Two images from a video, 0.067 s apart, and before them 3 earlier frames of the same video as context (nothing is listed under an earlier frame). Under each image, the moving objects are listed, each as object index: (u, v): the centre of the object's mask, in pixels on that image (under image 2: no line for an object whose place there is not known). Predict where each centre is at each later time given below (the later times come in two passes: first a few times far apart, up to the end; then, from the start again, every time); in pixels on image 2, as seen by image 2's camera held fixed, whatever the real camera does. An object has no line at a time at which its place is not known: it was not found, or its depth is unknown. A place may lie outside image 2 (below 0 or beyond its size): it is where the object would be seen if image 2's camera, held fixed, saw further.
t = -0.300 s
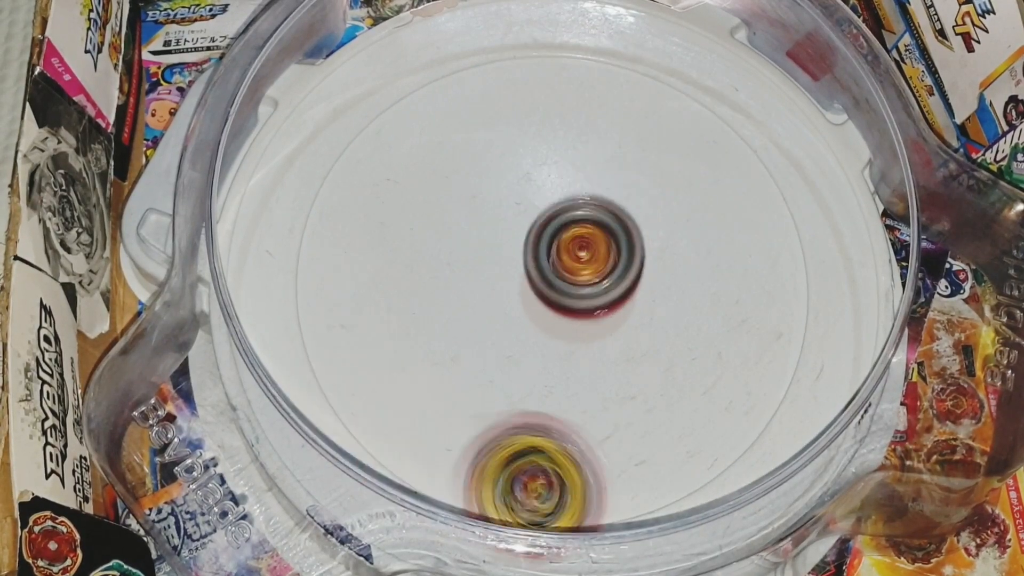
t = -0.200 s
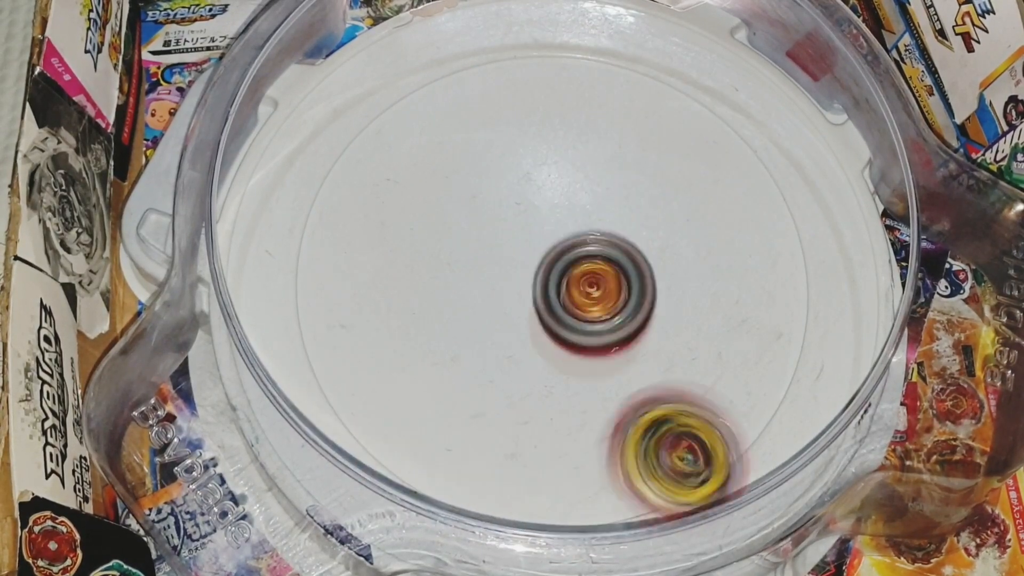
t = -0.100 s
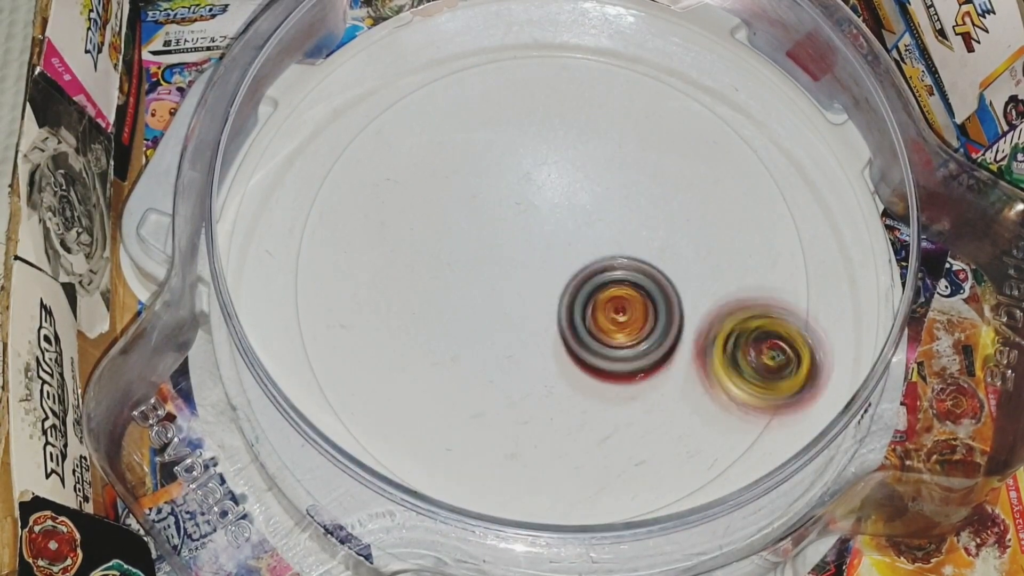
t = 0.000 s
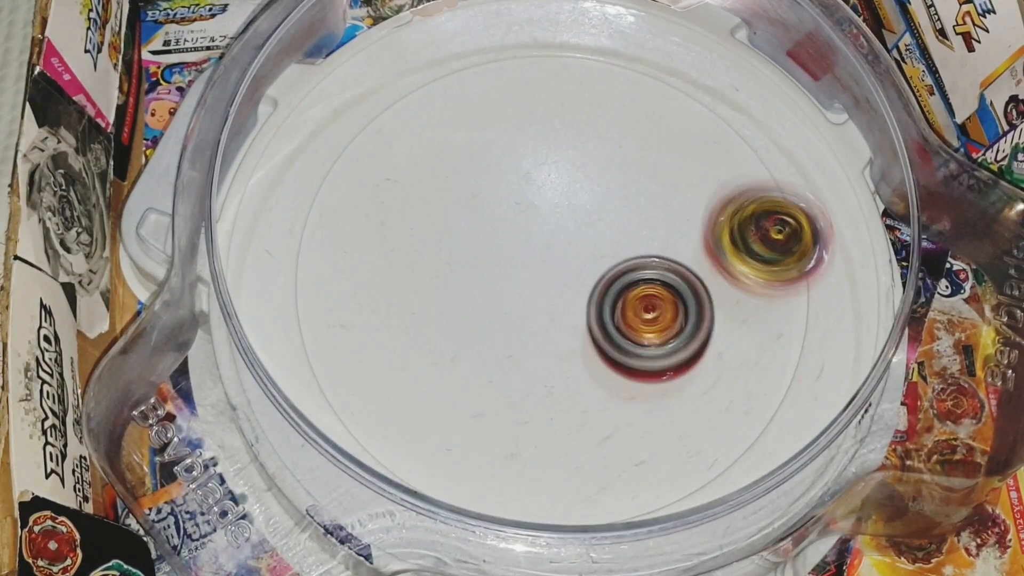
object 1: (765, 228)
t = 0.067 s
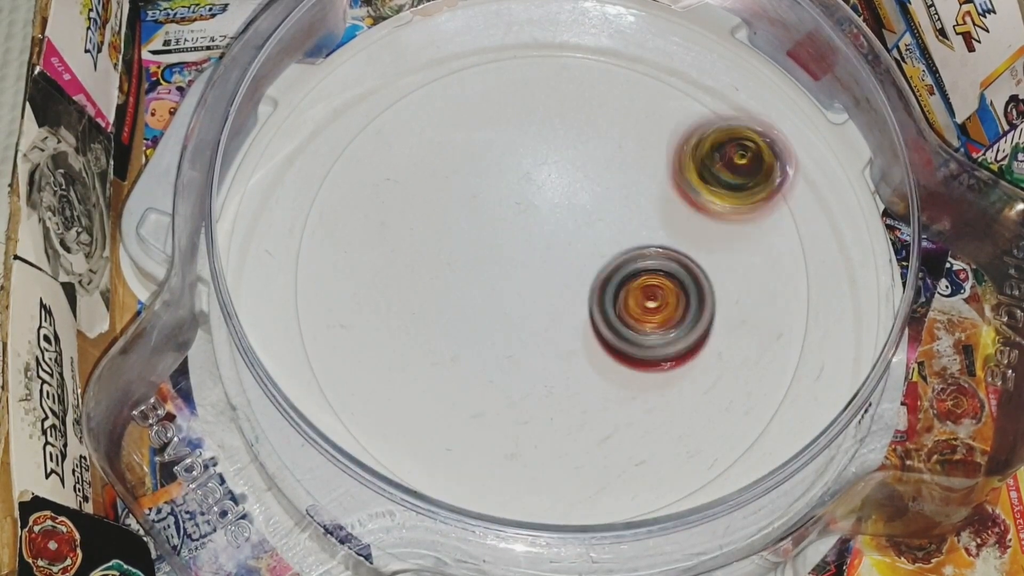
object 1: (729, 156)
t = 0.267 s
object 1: (504, 70)
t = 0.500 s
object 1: (326, 282)
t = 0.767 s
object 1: (621, 473)
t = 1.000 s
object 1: (774, 248)
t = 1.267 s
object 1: (527, 76)
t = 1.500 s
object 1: (332, 259)
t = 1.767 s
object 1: (584, 478)
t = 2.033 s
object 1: (755, 249)
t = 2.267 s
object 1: (555, 86)
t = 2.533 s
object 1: (334, 268)
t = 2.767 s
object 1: (542, 468)
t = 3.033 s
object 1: (744, 263)
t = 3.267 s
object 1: (583, 93)
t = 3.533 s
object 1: (353, 242)
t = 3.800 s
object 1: (569, 452)
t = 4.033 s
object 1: (740, 281)
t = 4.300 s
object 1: (564, 102)
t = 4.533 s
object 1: (366, 227)
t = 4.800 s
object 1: (539, 442)
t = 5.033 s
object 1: (728, 300)
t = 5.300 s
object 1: (585, 113)
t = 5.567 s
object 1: (368, 235)
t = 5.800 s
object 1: (508, 427)
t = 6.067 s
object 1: (723, 289)
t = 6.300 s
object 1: (609, 122)
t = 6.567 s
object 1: (386, 206)
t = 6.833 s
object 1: (511, 419)
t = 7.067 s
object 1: (708, 321)
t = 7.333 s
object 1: (613, 133)
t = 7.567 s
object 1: (413, 180)
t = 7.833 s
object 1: (462, 396)
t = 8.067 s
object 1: (671, 361)
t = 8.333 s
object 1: (648, 168)
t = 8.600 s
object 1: (445, 158)
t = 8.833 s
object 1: (414, 330)
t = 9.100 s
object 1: (631, 383)
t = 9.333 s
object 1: (689, 231)
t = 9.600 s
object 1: (540, 139)
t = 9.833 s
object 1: (412, 234)
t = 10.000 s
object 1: (436, 351)
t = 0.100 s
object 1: (701, 127)
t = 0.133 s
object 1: (668, 103)
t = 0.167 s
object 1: (632, 85)
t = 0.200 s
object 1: (590, 72)
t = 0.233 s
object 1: (547, 67)
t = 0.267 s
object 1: (504, 70)
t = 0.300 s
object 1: (460, 80)
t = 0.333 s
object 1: (421, 99)
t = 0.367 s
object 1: (385, 123)
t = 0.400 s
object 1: (357, 156)
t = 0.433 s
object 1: (336, 194)
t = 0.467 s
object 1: (326, 236)
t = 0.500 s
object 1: (326, 282)
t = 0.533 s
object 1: (338, 329)
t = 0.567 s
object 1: (359, 372)
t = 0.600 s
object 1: (389, 410)
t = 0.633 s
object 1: (433, 448)
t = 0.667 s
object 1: (477, 467)
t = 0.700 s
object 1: (525, 478)
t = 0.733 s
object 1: (573, 480)
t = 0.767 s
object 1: (621, 473)
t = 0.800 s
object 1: (667, 450)
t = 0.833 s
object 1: (706, 427)
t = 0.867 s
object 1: (737, 396)
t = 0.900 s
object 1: (758, 359)
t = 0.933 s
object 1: (770, 321)
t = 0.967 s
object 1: (775, 283)
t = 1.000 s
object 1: (774, 248)
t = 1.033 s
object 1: (764, 211)
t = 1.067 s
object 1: (747, 176)
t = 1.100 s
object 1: (721, 144)
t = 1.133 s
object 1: (689, 118)
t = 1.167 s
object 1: (651, 98)
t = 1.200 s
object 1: (613, 85)
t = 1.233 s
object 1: (571, 77)
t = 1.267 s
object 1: (527, 76)
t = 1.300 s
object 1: (485, 82)
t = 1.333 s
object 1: (447, 98)
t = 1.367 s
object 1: (410, 118)
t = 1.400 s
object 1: (380, 145)
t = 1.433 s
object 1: (357, 178)
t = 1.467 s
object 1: (339, 217)
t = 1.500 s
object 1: (332, 259)
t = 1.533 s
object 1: (335, 303)
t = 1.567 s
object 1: (349, 343)
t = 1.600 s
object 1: (372, 384)
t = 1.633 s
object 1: (405, 418)
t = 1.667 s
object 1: (443, 445)
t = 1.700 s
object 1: (487, 464)
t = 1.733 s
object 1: (537, 478)
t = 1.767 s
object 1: (584, 478)
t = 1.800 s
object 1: (629, 469)
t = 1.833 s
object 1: (671, 453)
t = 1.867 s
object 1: (705, 426)
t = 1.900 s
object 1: (731, 395)
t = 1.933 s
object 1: (750, 360)
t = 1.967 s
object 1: (759, 324)
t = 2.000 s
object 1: (761, 287)
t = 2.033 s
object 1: (755, 249)
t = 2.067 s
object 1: (741, 206)
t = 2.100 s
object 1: (719, 174)
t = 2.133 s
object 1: (697, 156)
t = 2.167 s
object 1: (667, 125)
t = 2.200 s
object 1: (633, 105)
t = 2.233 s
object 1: (595, 93)
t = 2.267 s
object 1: (555, 86)
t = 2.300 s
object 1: (515, 86)
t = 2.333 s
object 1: (478, 94)
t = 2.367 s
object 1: (440, 109)
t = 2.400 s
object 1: (409, 129)
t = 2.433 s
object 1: (378, 156)
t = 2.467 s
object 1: (353, 190)
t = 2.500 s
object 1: (339, 227)
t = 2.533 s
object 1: (334, 268)
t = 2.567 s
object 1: (339, 310)
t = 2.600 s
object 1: (355, 348)
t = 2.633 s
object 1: (379, 382)
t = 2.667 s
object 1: (412, 414)
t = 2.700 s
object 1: (451, 438)
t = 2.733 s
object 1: (493, 454)
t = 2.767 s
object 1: (542, 468)
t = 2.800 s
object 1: (584, 457)
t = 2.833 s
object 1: (627, 443)
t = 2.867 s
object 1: (664, 430)
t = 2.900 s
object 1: (695, 405)
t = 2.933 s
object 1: (718, 368)
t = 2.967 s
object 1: (735, 334)
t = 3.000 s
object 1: (743, 297)
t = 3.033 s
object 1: (744, 263)
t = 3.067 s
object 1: (736, 229)
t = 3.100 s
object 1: (723, 194)
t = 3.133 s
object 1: (704, 167)
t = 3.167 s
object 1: (685, 142)
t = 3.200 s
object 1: (653, 119)
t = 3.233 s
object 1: (617, 104)
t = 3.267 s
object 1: (583, 93)
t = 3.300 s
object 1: (546, 89)
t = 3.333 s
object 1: (509, 91)
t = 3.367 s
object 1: (469, 102)
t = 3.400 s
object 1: (433, 120)
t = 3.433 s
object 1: (405, 140)
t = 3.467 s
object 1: (380, 169)
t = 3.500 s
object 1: (361, 204)
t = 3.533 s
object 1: (353, 242)
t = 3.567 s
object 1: (353, 284)
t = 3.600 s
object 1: (363, 317)
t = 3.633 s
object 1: (382, 354)
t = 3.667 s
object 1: (408, 388)
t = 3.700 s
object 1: (443, 416)
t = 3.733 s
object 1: (480, 433)
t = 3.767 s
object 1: (523, 445)
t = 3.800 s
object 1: (569, 452)
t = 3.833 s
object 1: (608, 447)
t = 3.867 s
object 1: (645, 425)
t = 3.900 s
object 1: (678, 404)
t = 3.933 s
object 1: (702, 378)
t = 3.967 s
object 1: (726, 349)
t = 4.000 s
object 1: (737, 315)
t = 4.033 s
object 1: (740, 281)
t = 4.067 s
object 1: (738, 248)
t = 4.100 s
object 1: (727, 216)
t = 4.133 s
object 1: (711, 187)
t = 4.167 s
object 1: (692, 161)
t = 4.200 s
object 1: (663, 138)
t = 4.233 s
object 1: (636, 119)
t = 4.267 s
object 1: (602, 108)
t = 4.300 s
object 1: (564, 102)
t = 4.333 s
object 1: (527, 104)
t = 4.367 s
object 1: (495, 108)
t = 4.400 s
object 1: (459, 122)
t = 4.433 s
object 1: (430, 141)
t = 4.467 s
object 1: (403, 164)
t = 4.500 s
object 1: (381, 194)
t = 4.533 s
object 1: (366, 227)
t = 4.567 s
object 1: (362, 263)
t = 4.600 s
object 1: (366, 298)
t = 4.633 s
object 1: (378, 334)
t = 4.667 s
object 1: (398, 370)
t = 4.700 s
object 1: (427, 397)
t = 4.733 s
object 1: (461, 419)
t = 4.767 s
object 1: (499, 435)
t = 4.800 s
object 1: (539, 442)
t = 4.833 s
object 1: (580, 441)
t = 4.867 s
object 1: (619, 432)
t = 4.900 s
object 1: (654, 415)
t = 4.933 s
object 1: (682, 391)
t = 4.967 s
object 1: (705, 365)
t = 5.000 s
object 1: (722, 334)
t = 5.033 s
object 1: (728, 300)
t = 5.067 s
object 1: (730, 269)
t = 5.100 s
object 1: (722, 236)
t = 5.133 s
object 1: (713, 210)
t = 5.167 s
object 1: (693, 180)
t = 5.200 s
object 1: (672, 156)
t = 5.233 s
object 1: (644, 137)
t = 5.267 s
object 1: (611, 121)
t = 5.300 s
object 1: (585, 113)
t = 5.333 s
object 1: (546, 109)
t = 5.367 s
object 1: (513, 109)
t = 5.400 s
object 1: (478, 118)
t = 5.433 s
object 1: (446, 132)
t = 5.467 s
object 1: (418, 149)
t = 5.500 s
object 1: (392, 177)
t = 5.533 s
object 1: (376, 207)
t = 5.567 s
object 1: (368, 235)
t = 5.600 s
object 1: (365, 270)
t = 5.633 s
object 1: (370, 306)
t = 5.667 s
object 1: (387, 339)
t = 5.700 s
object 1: (407, 370)
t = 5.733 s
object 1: (435, 396)
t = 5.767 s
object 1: (471, 414)
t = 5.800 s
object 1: (508, 427)
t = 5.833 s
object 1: (547, 431)
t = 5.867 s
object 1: (584, 428)
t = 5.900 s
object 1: (623, 417)
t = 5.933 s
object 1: (654, 398)
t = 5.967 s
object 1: (680, 376)
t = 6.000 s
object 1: (700, 351)
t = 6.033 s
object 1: (715, 321)
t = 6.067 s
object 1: (723, 289)
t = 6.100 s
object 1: (720, 258)
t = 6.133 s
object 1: (716, 230)
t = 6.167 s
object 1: (703, 200)
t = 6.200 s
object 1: (686, 176)
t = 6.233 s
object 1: (664, 153)
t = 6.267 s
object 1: (641, 136)
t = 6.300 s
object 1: (609, 122)
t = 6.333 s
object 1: (581, 114)
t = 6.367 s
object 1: (544, 110)
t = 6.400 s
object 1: (512, 114)
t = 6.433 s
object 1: (480, 122)
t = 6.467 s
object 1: (453, 135)
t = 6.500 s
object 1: (426, 155)
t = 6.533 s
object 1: (403, 180)
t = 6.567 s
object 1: (386, 206)
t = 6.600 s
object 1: (377, 241)
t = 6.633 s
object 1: (378, 269)
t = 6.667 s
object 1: (383, 303)
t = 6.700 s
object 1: (397, 335)
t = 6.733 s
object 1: (417, 364)
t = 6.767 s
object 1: (445, 389)
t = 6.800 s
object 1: (476, 407)
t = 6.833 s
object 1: (511, 419)
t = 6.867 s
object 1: (549, 425)
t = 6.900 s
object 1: (585, 422)
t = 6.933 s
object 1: (620, 412)
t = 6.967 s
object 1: (649, 397)
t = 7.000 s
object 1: (677, 376)
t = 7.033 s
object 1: (696, 351)
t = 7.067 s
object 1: (708, 321)
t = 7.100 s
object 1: (718, 295)
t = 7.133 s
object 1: (716, 263)
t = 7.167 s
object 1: (710, 235)
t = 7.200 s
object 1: (697, 207)
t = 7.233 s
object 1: (683, 184)
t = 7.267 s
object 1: (662, 163)
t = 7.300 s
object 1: (638, 146)
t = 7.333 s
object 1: (613, 133)
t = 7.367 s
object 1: (579, 124)
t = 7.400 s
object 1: (550, 121)
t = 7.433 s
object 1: (519, 123)
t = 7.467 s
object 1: (488, 130)
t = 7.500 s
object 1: (459, 143)
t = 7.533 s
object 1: (435, 160)
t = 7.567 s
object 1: (413, 180)
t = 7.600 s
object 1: (398, 204)
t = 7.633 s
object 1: (386, 235)
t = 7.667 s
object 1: (385, 262)
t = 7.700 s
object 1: (387, 293)
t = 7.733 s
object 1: (397, 323)
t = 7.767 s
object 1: (412, 352)
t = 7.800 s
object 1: (437, 375)
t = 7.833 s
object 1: (462, 396)
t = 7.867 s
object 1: (495, 409)
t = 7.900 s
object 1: (527, 417)
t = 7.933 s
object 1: (562, 417)
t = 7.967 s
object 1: (595, 412)
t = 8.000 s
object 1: (623, 401)
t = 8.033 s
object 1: (652, 383)
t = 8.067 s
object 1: (671, 361)
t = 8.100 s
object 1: (688, 338)
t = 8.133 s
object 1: (699, 313)
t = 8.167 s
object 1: (702, 284)
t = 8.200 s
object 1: (701, 259)
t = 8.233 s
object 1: (692, 232)
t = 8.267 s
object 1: (682, 207)
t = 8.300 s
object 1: (670, 187)
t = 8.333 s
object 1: (648, 168)
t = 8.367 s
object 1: (628, 152)
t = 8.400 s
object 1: (602, 139)
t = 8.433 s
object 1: (573, 132)
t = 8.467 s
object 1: (549, 127)
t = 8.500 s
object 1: (518, 128)
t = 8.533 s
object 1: (494, 133)
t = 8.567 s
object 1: (470, 142)
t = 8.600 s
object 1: (445, 158)
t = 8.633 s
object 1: (427, 173)
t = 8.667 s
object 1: (411, 198)
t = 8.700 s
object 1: (398, 222)
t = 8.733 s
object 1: (394, 246)
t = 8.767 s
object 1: (394, 276)
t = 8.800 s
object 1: (403, 302)
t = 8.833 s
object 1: (414, 330)
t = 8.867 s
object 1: (433, 353)
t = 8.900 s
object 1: (458, 373)
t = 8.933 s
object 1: (483, 388)
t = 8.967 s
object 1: (514, 398)
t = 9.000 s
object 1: (545, 402)
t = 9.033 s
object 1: (572, 400)
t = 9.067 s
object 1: (603, 395)
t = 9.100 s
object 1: (631, 383)
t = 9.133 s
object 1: (653, 365)
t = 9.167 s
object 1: (672, 346)
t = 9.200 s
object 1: (685, 325)
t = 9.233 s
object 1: (692, 299)
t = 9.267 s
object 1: (695, 276)
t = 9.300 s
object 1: (695, 255)
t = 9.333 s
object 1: (689, 231)
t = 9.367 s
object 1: (679, 210)
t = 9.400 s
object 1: (666, 192)
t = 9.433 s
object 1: (650, 176)
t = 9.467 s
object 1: (629, 162)
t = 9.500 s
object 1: (611, 151)
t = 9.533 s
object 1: (590, 143)
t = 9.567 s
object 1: (563, 140)
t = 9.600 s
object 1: (540, 139)
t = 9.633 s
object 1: (516, 142)
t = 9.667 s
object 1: (494, 149)
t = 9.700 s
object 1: (470, 162)
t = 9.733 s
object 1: (453, 174)
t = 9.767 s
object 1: (436, 191)
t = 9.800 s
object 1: (420, 214)
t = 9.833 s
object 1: (412, 234)
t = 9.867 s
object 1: (411, 256)
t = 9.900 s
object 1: (407, 282)
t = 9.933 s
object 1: (412, 306)
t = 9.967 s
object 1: (424, 328)
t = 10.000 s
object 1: (436, 351)
